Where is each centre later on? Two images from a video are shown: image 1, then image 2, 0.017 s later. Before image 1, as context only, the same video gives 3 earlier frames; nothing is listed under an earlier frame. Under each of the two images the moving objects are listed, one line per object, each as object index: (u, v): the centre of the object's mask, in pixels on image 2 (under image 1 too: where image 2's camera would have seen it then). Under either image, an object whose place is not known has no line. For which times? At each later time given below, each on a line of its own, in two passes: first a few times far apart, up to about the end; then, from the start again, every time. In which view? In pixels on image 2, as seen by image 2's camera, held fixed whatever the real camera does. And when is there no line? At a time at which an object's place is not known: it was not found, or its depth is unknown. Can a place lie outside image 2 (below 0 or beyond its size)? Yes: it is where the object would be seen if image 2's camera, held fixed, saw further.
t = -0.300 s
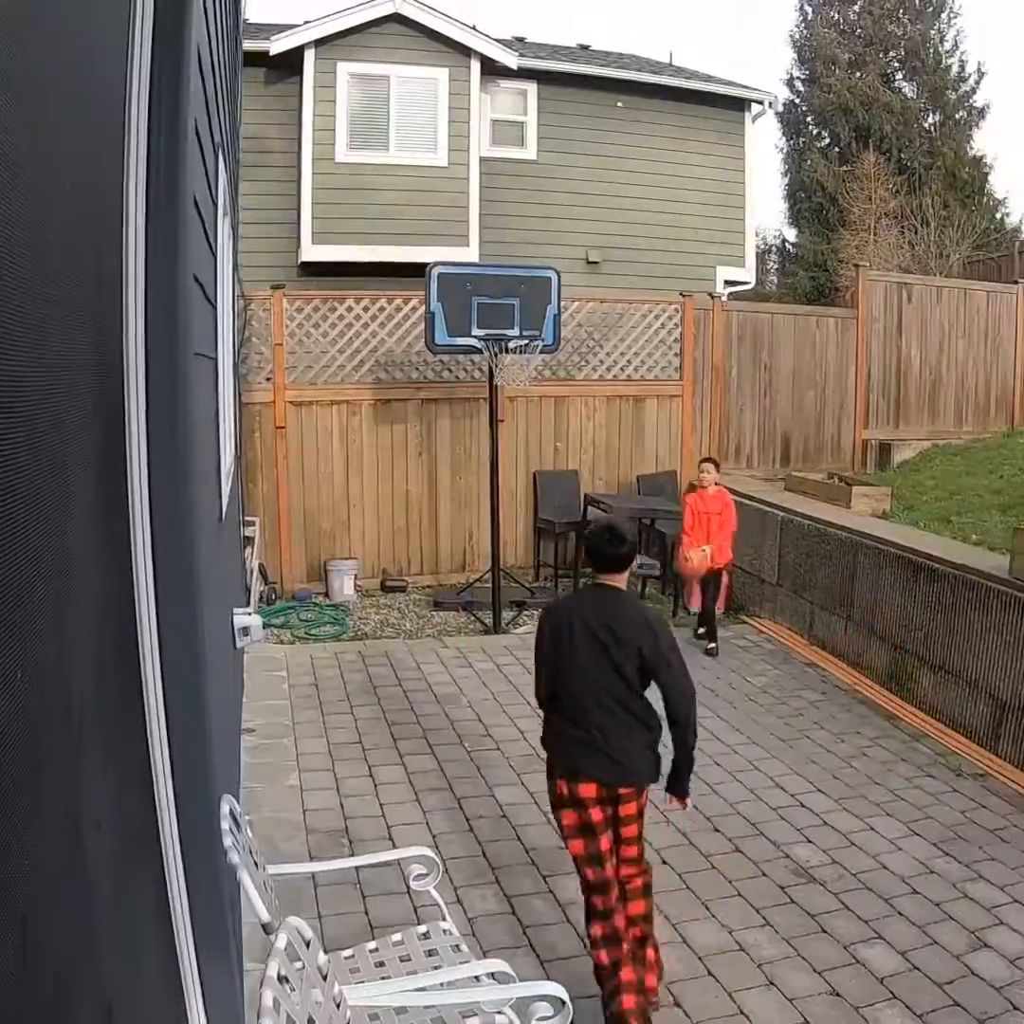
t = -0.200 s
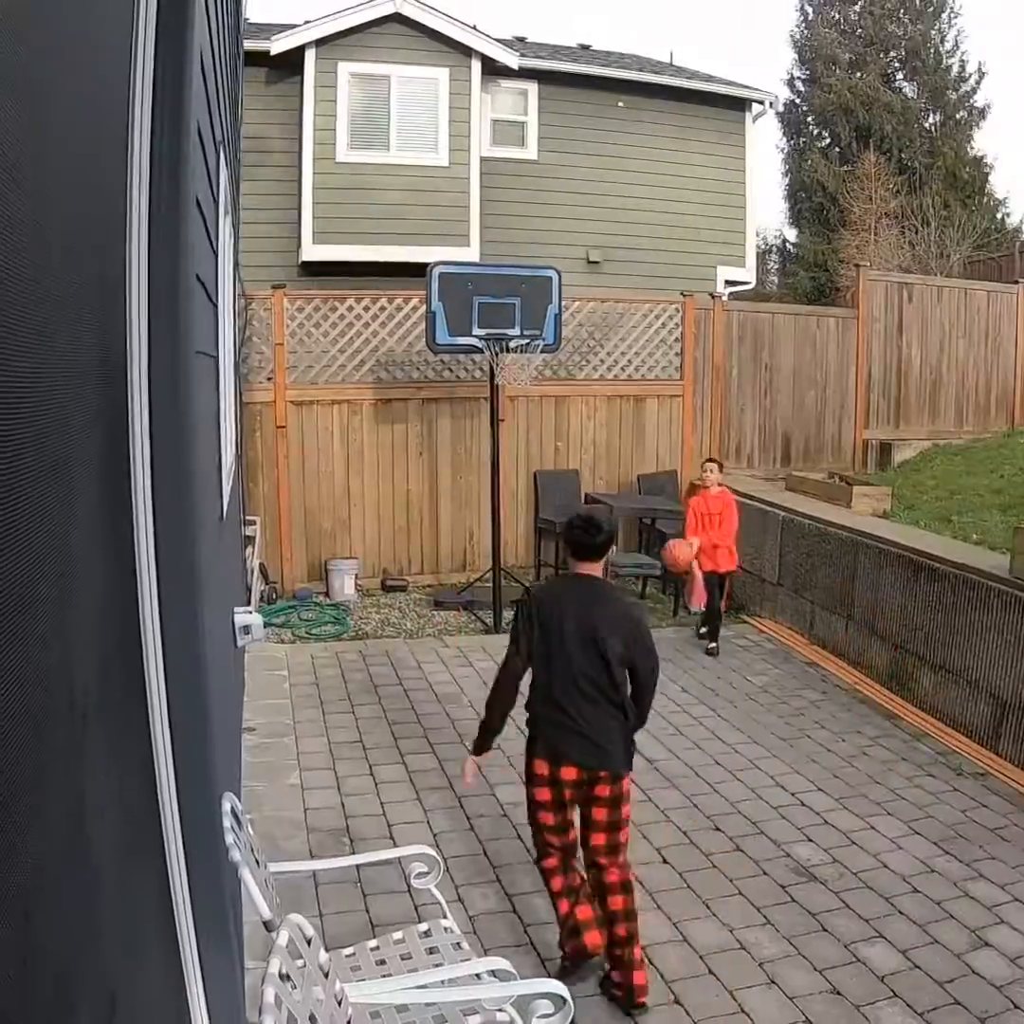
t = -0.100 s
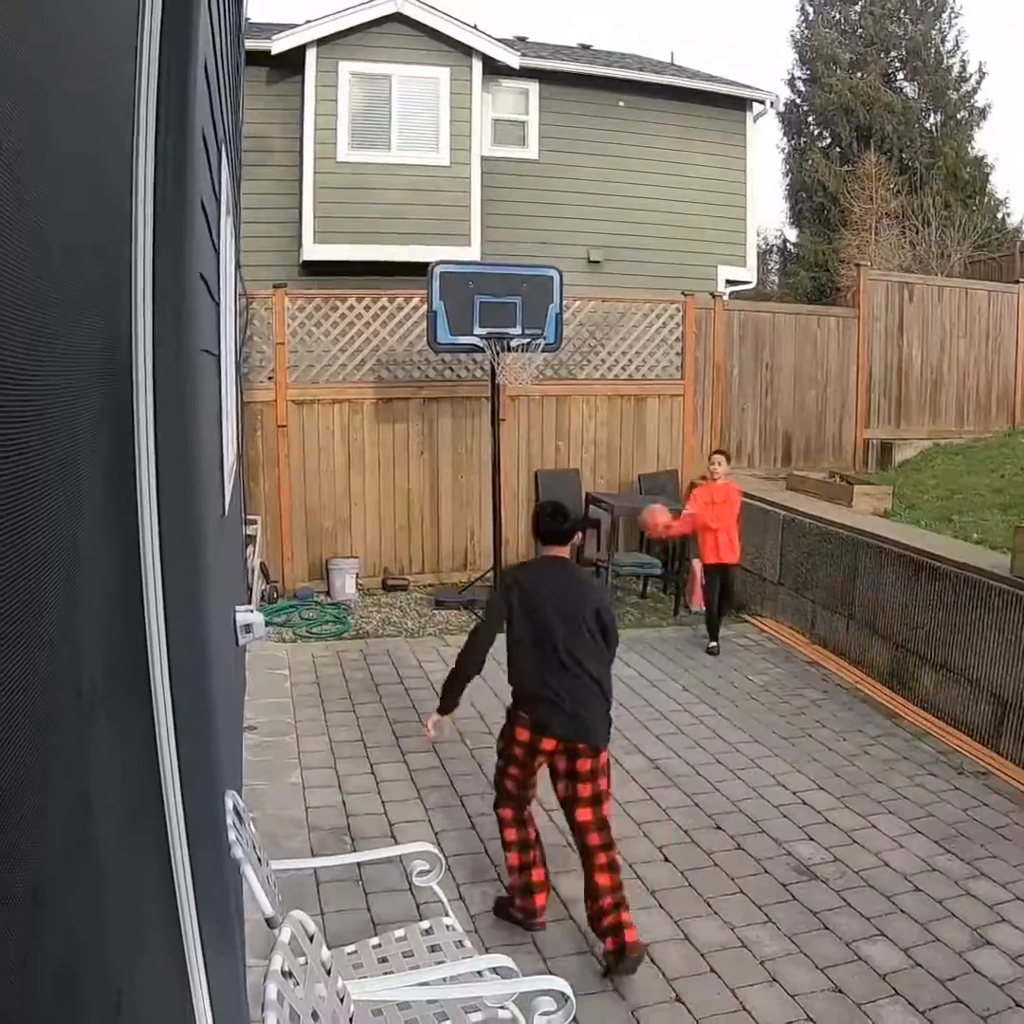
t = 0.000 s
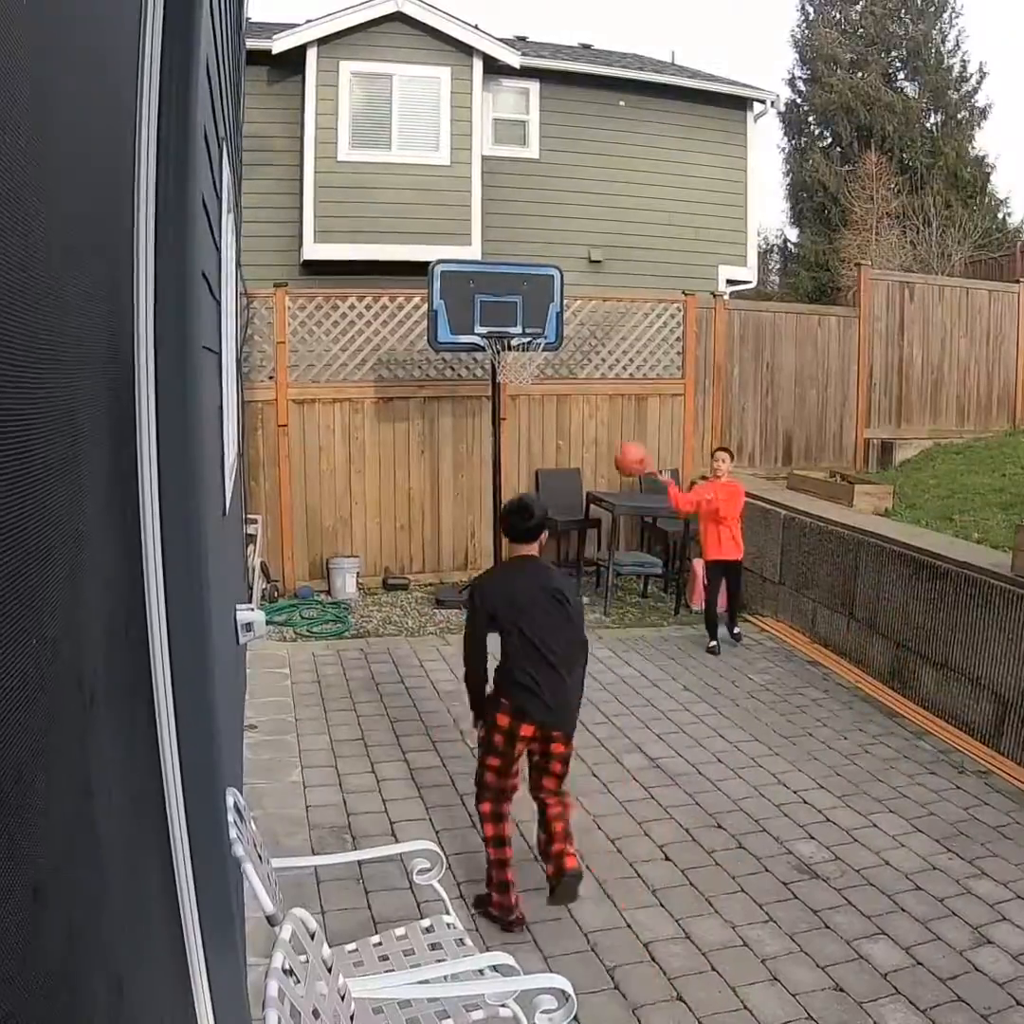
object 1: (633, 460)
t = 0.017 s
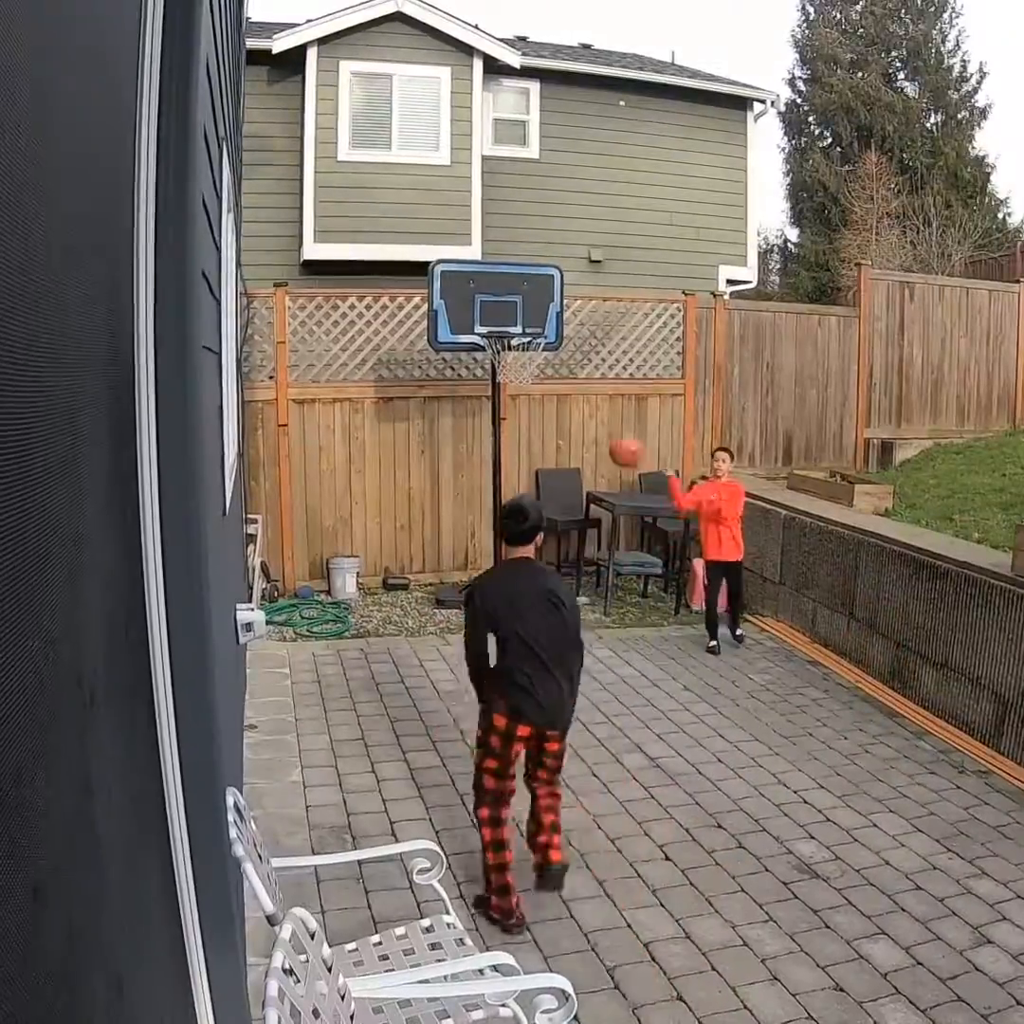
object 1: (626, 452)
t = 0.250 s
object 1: (566, 352)
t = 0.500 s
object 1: (492, 333)
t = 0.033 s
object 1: (622, 442)
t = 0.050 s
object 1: (617, 432)
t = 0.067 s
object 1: (614, 425)
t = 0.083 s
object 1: (610, 415)
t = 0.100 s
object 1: (606, 408)
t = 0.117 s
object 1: (602, 400)
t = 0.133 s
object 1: (595, 392)
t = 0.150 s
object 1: (592, 385)
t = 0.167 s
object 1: (591, 380)
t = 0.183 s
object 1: (585, 374)
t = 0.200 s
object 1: (579, 365)
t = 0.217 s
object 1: (577, 362)
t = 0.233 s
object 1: (571, 356)
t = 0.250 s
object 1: (566, 352)
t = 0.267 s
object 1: (562, 348)
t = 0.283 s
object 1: (558, 345)
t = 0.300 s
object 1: (552, 340)
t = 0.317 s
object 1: (547, 337)
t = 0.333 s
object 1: (543, 334)
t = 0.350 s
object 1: (538, 332)
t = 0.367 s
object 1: (533, 331)
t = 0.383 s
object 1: (529, 330)
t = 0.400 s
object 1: (523, 328)
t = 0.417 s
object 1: (518, 328)
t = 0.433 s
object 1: (513, 327)
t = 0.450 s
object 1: (507, 329)
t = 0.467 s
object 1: (502, 330)
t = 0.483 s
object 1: (496, 331)
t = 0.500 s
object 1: (492, 333)
